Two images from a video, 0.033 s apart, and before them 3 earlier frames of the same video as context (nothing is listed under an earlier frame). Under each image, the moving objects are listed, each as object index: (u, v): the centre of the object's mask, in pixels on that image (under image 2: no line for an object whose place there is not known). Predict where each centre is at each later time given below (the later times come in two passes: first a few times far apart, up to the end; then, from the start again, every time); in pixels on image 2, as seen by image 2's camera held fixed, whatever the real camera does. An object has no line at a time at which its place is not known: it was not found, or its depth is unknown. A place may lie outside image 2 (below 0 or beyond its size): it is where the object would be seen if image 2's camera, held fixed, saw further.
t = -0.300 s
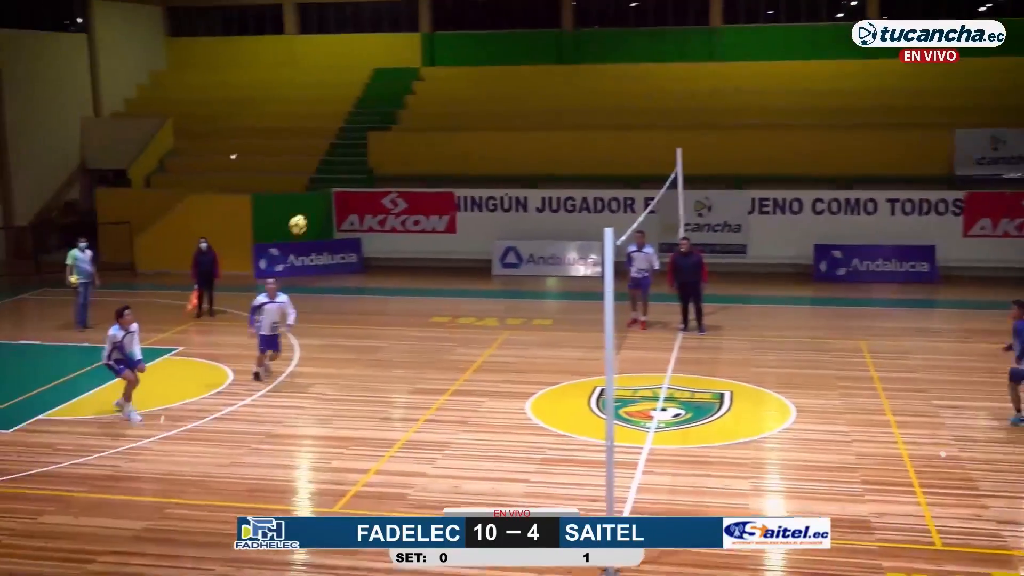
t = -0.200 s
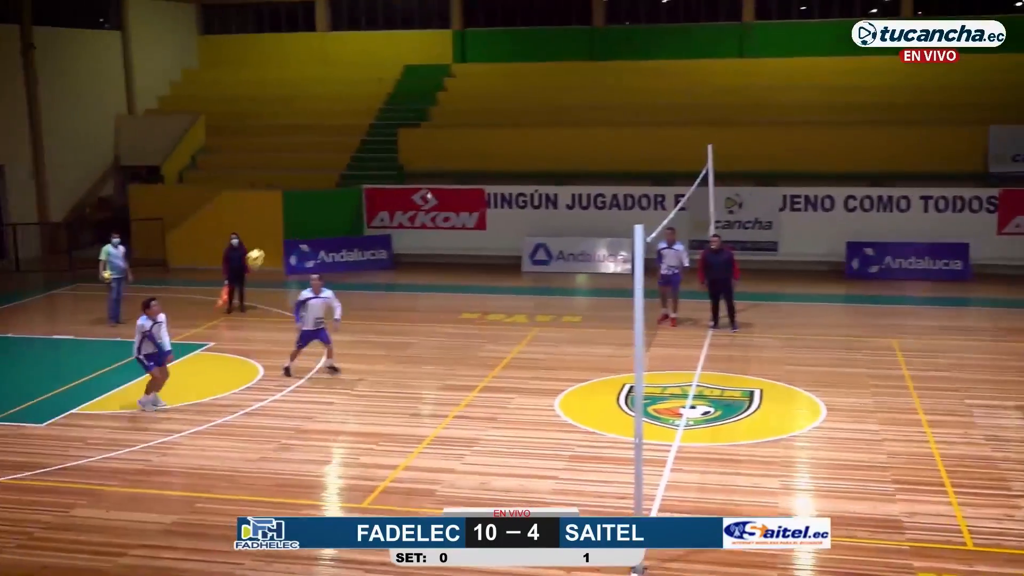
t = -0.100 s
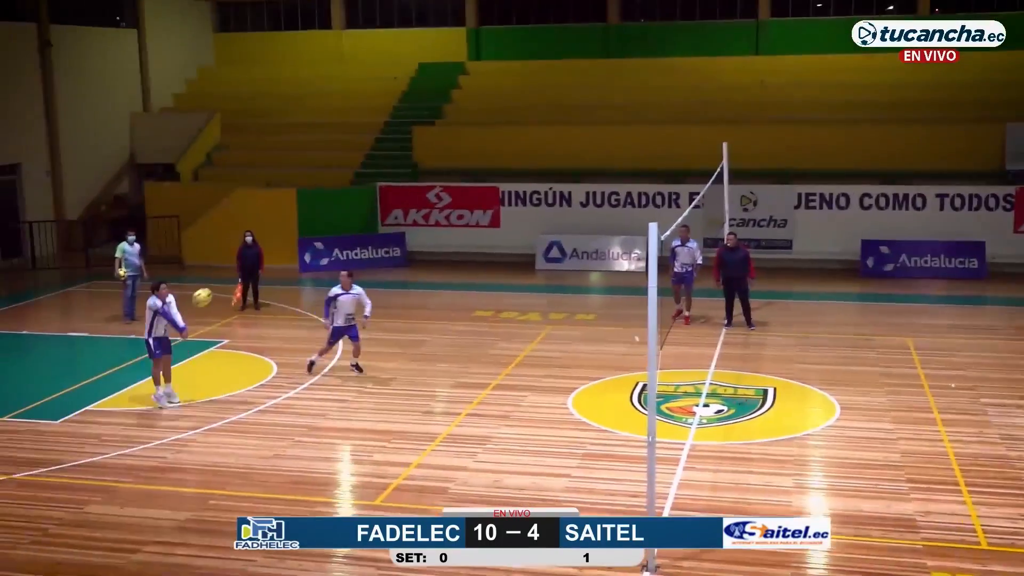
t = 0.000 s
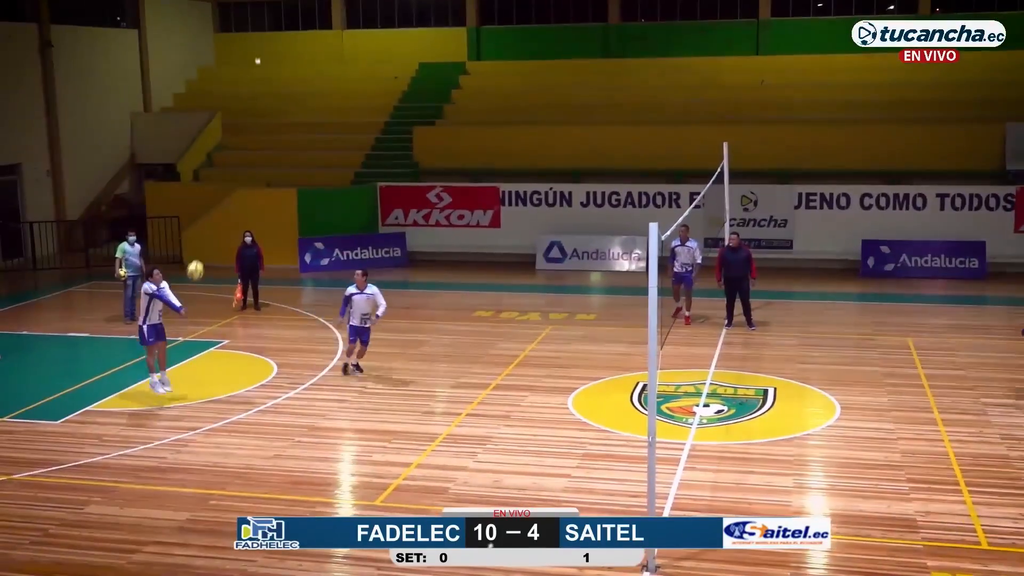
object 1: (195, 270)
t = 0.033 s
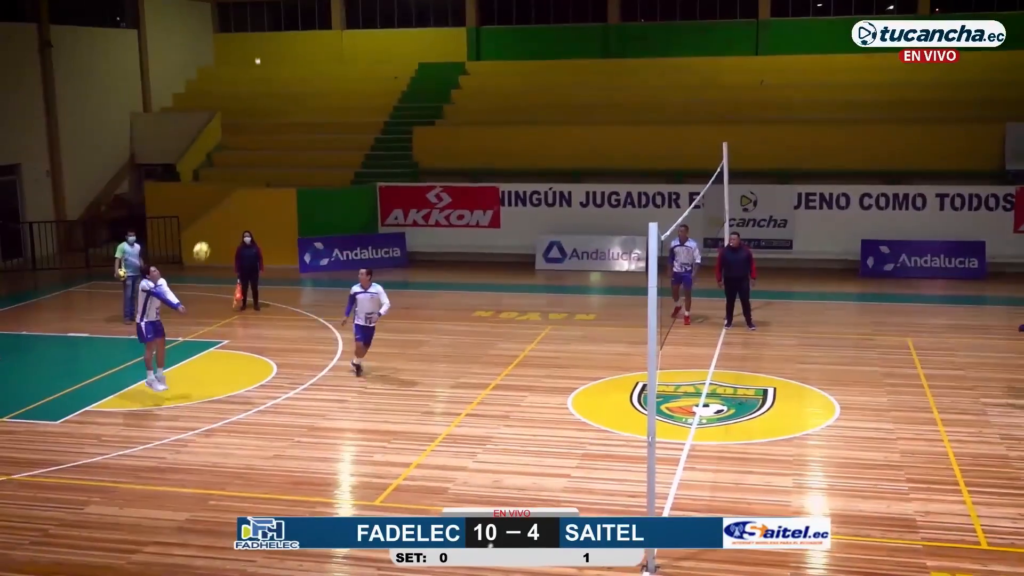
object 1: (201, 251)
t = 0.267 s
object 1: (248, 142)
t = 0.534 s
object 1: (303, 64)
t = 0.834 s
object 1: (368, 40)
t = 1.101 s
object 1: (426, 77)
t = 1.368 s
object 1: (483, 163)
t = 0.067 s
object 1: (208, 233)
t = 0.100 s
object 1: (214, 216)
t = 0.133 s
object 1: (221, 199)
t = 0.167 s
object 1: (227, 184)
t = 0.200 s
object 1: (234, 169)
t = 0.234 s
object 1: (241, 155)
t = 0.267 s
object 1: (248, 142)
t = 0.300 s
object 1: (255, 129)
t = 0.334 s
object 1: (262, 117)
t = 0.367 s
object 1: (269, 106)
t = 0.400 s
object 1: (276, 96)
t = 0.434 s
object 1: (282, 87)
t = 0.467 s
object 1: (290, 79)
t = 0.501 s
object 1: (296, 71)
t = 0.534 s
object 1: (303, 64)
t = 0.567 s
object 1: (310, 58)
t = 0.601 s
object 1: (318, 53)
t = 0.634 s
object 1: (324, 49)
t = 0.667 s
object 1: (331, 45)
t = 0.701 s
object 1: (339, 42)
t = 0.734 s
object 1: (346, 41)
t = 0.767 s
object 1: (353, 39)
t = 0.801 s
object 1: (360, 39)
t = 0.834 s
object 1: (368, 40)
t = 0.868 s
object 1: (375, 42)
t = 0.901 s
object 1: (382, 44)
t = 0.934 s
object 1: (389, 48)
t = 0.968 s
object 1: (396, 52)
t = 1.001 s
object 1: (403, 57)
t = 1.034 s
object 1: (411, 63)
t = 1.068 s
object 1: (419, 69)
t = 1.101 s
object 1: (426, 77)
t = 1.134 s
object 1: (433, 85)
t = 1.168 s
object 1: (440, 94)
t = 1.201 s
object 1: (447, 103)
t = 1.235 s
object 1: (454, 114)
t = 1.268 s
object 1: (462, 125)
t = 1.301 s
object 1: (469, 137)
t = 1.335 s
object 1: (476, 149)
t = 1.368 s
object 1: (483, 163)
